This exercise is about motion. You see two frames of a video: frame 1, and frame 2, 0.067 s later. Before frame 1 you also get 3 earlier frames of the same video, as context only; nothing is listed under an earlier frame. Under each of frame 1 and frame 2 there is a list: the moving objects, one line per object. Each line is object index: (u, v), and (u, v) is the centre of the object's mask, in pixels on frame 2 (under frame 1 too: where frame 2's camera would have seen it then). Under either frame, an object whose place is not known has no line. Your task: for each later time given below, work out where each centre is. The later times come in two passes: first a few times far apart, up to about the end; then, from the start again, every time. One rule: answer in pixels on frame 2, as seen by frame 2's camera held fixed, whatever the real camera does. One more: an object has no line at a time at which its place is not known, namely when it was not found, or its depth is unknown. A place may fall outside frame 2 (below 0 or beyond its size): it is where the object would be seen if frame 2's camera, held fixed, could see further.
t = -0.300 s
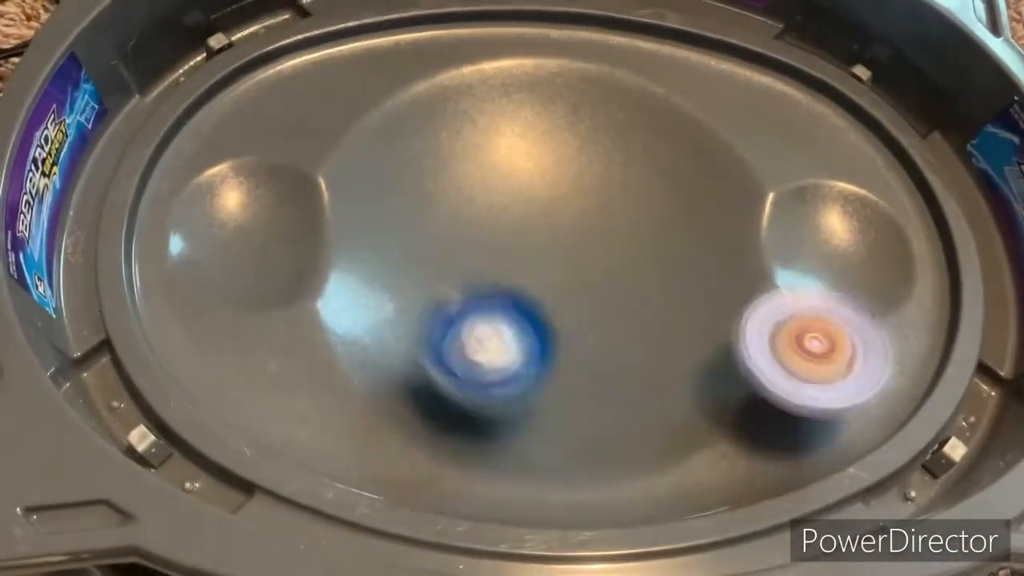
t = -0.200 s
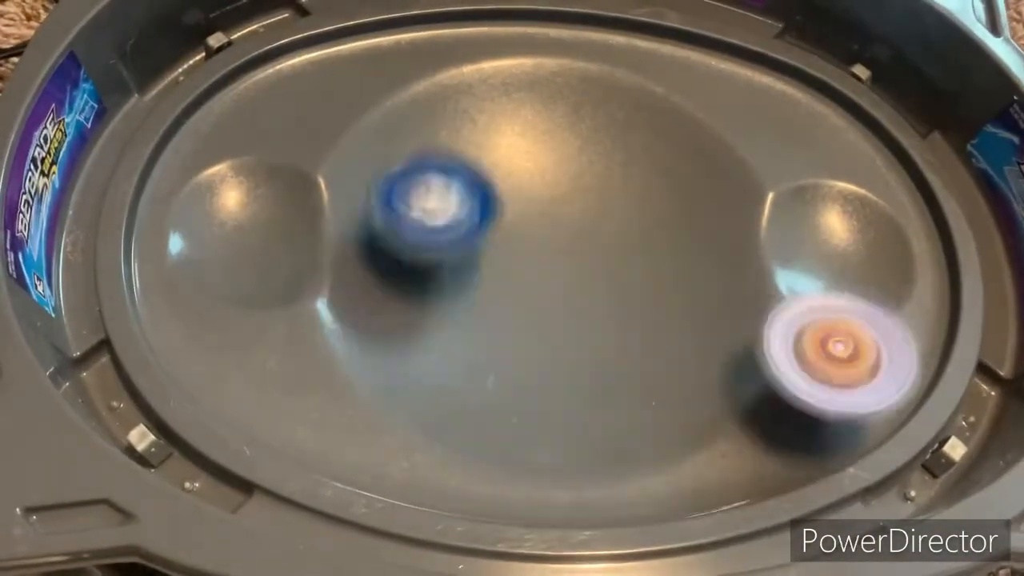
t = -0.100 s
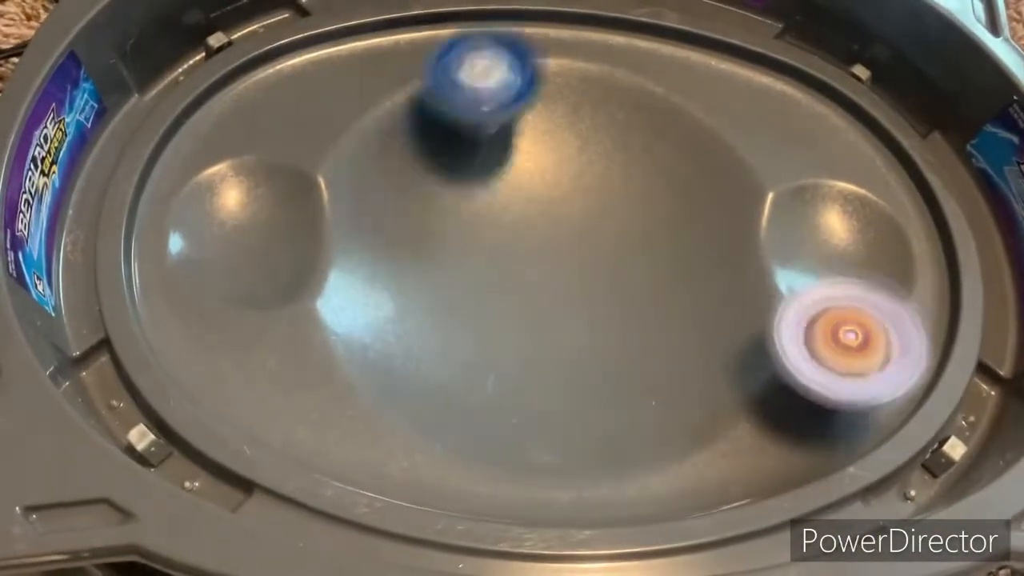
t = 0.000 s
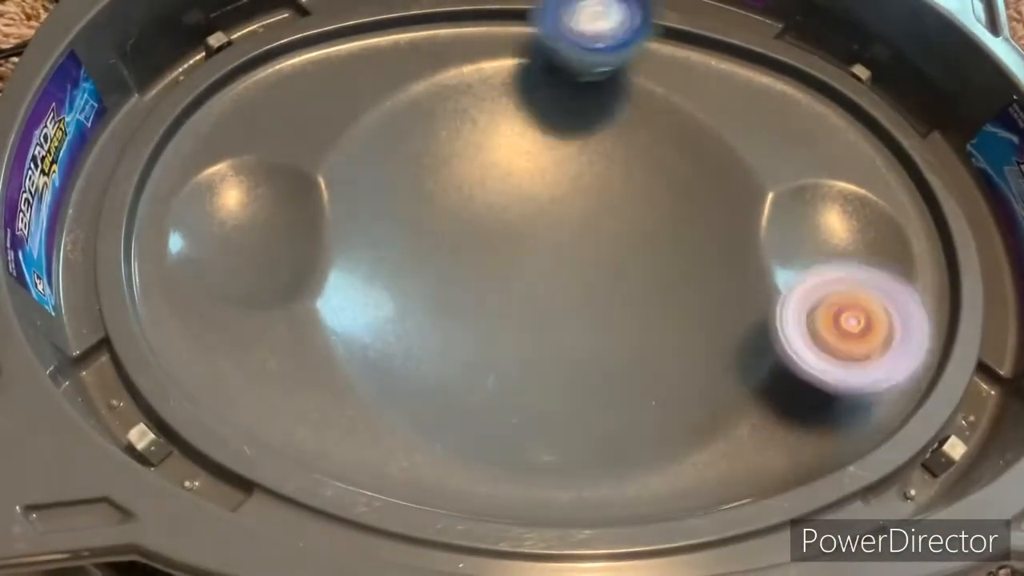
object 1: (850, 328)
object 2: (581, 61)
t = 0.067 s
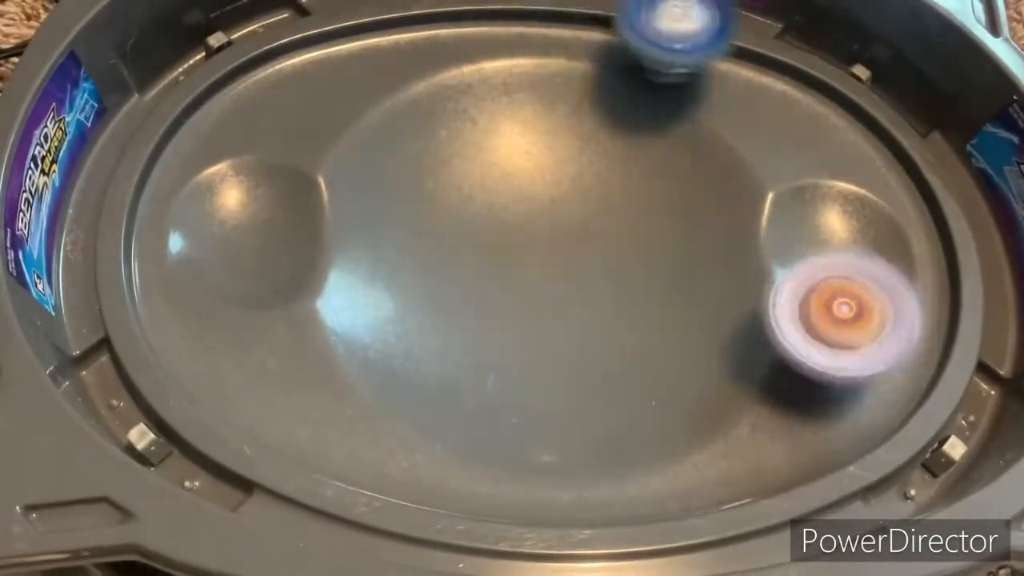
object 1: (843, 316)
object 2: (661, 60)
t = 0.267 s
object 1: (790, 286)
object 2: (862, 123)
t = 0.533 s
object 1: (553, 289)
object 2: (925, 300)
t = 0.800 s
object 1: (438, 262)
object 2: (835, 398)
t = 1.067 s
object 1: (465, 247)
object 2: (590, 401)
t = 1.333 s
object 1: (487, 136)
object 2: (436, 287)
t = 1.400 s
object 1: (510, 123)
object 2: (466, 259)
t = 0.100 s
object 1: (838, 309)
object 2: (698, 60)
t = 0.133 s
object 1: (832, 301)
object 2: (735, 60)
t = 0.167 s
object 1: (827, 297)
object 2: (771, 67)
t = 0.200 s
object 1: (818, 292)
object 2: (805, 82)
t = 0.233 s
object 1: (807, 287)
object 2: (835, 101)
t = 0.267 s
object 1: (790, 286)
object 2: (862, 123)
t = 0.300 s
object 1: (765, 285)
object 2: (883, 145)
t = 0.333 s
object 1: (740, 289)
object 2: (899, 166)
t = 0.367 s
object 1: (706, 295)
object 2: (912, 192)
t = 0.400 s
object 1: (671, 294)
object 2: (920, 216)
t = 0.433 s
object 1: (638, 296)
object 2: (926, 238)
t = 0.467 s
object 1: (603, 295)
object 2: (929, 260)
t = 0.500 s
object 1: (576, 289)
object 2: (928, 281)
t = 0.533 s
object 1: (553, 289)
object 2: (925, 300)
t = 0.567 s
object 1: (530, 288)
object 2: (918, 318)
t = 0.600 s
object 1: (512, 283)
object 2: (910, 332)
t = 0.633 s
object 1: (497, 281)
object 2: (900, 347)
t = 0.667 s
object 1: (481, 275)
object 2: (889, 361)
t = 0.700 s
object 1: (469, 270)
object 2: (876, 373)
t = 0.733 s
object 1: (458, 269)
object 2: (859, 386)
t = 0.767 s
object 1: (446, 265)
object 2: (841, 396)
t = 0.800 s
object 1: (438, 262)
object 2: (835, 398)
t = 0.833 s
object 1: (434, 257)
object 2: (810, 407)
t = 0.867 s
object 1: (433, 253)
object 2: (778, 418)
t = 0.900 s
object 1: (435, 251)
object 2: (768, 414)
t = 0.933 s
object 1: (437, 250)
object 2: (745, 410)
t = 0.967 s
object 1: (440, 248)
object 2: (721, 410)
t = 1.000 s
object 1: (447, 246)
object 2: (686, 409)
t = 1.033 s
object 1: (456, 246)
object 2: (645, 403)
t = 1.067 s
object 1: (465, 247)
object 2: (590, 401)
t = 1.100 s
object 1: (475, 248)
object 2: (537, 378)
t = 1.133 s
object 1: (471, 229)
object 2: (503, 367)
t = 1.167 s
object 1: (463, 199)
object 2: (484, 369)
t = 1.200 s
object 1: (462, 177)
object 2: (465, 359)
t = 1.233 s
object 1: (462, 161)
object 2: (446, 344)
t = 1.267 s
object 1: (469, 149)
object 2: (436, 326)
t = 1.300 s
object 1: (480, 142)
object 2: (430, 307)
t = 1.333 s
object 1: (487, 136)
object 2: (436, 287)
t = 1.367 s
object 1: (500, 131)
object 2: (448, 267)
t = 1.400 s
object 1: (510, 123)
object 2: (466, 259)
